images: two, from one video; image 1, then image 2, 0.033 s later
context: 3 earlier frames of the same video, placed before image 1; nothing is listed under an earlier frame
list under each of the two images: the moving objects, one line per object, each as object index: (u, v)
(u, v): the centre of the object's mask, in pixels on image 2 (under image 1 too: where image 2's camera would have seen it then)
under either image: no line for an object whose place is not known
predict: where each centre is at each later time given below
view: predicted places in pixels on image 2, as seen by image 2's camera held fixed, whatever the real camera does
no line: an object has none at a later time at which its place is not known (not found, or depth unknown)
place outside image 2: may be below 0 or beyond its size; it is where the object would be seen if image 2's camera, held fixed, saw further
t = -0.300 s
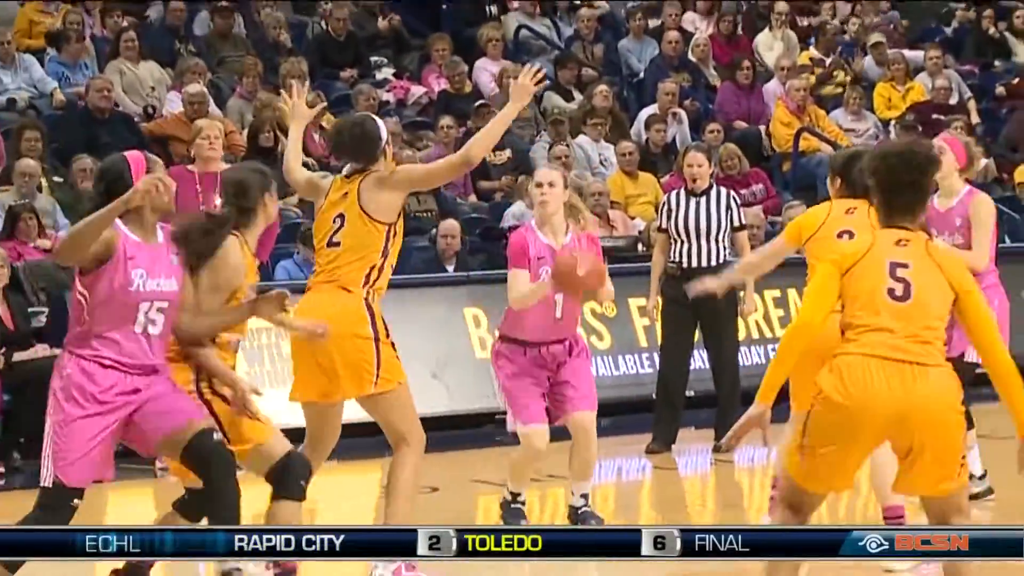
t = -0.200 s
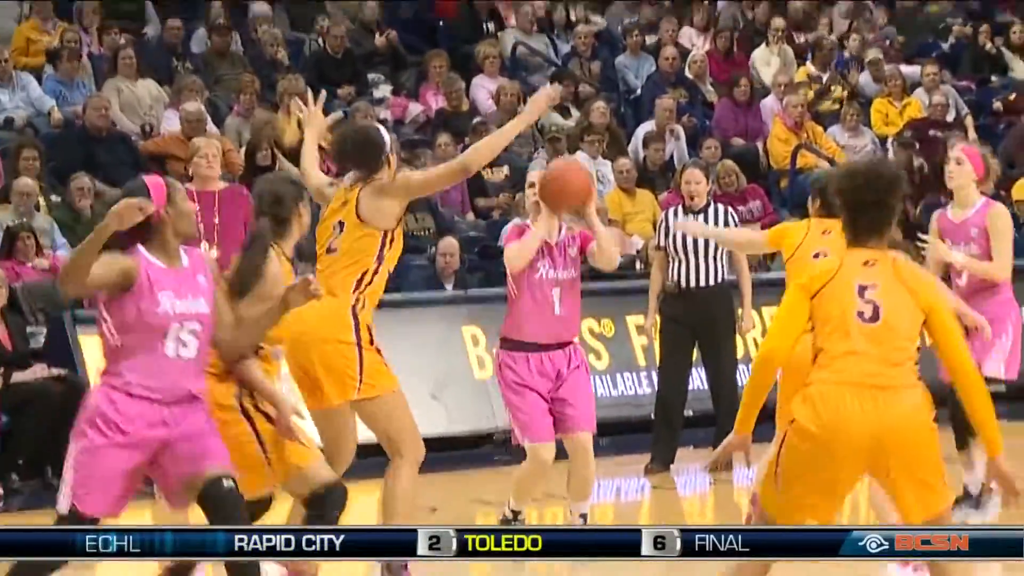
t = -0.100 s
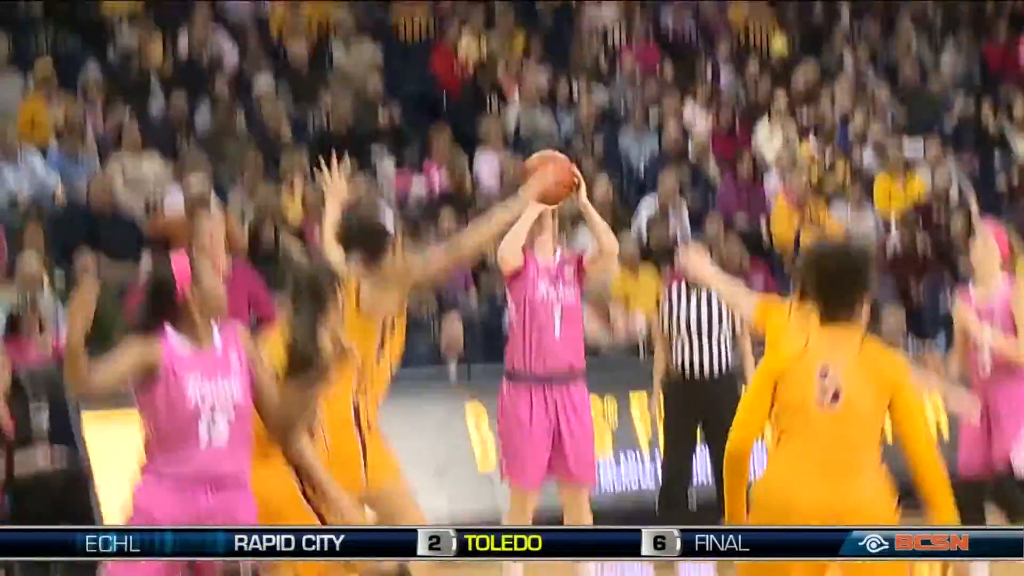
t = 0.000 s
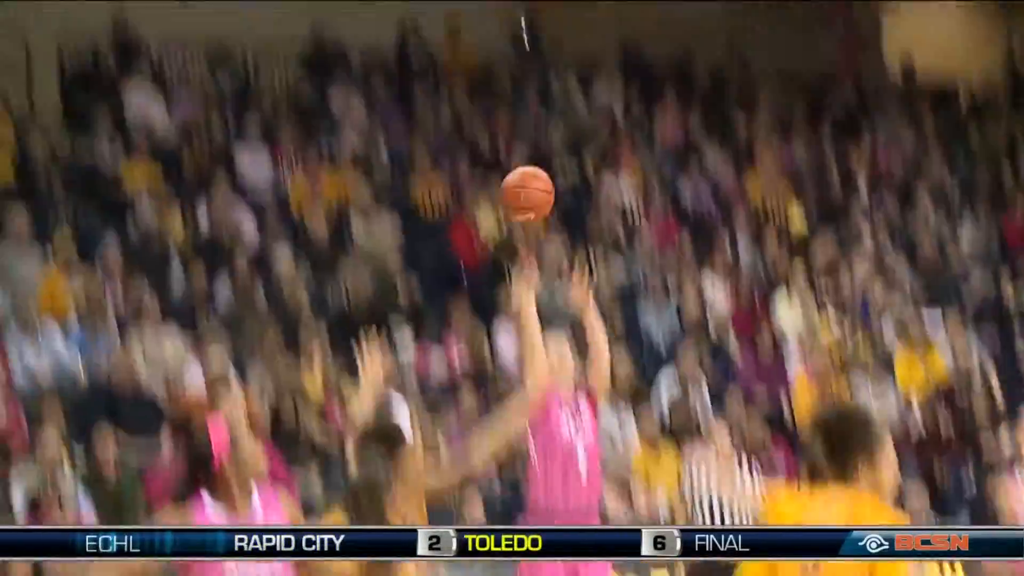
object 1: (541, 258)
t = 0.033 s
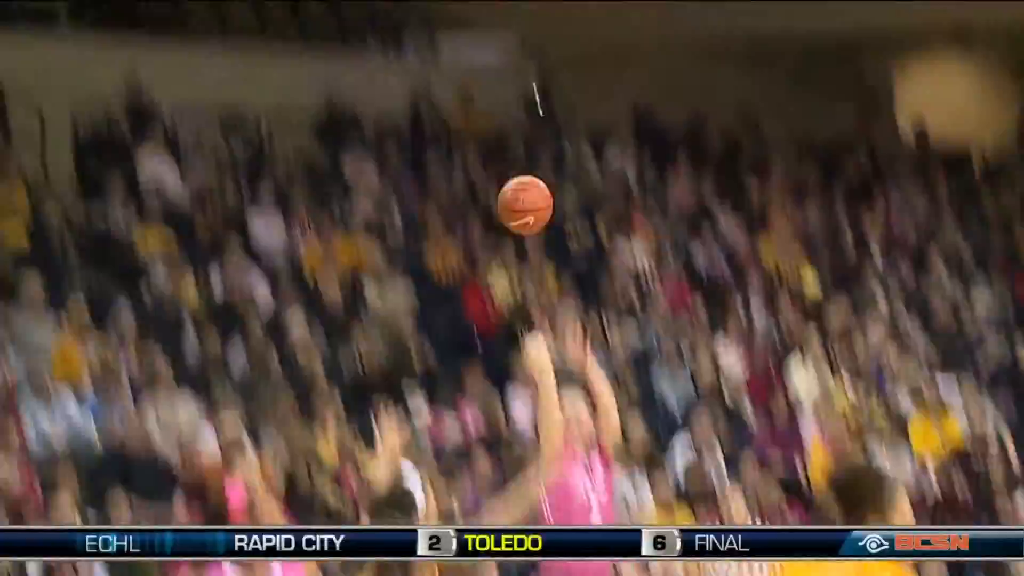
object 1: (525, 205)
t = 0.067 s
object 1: (509, 153)
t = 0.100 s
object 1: (495, 103)
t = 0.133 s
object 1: (480, 55)
